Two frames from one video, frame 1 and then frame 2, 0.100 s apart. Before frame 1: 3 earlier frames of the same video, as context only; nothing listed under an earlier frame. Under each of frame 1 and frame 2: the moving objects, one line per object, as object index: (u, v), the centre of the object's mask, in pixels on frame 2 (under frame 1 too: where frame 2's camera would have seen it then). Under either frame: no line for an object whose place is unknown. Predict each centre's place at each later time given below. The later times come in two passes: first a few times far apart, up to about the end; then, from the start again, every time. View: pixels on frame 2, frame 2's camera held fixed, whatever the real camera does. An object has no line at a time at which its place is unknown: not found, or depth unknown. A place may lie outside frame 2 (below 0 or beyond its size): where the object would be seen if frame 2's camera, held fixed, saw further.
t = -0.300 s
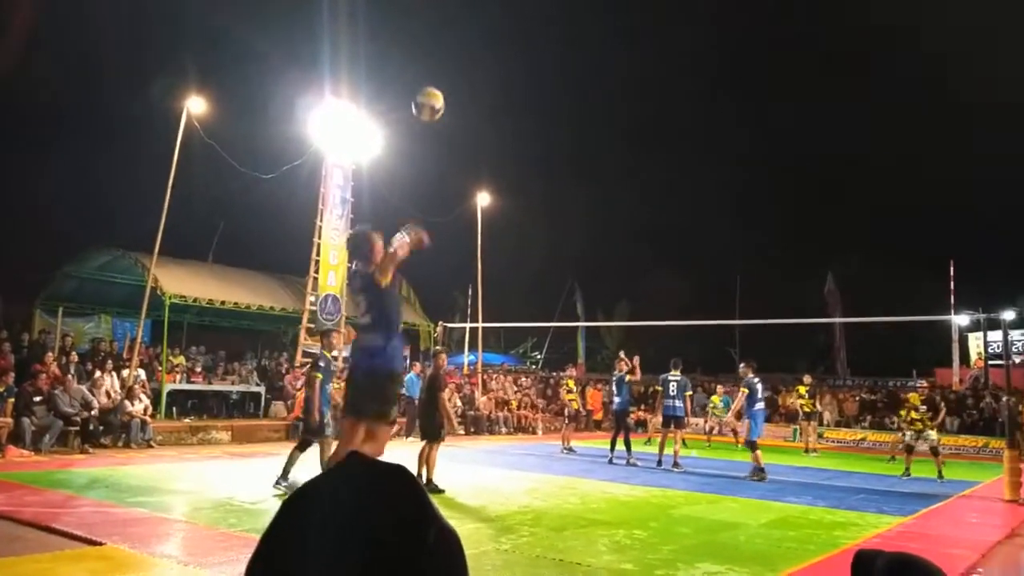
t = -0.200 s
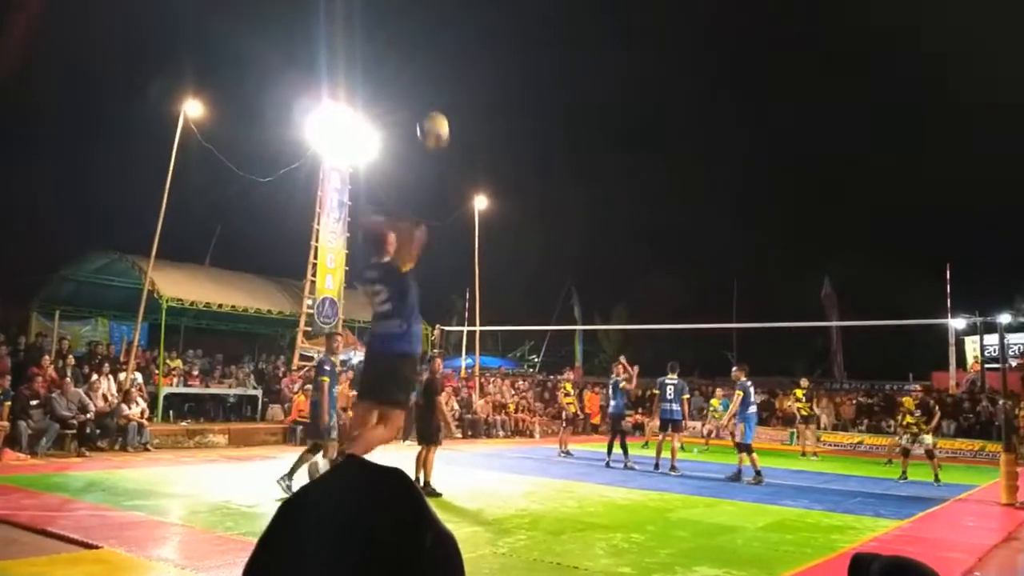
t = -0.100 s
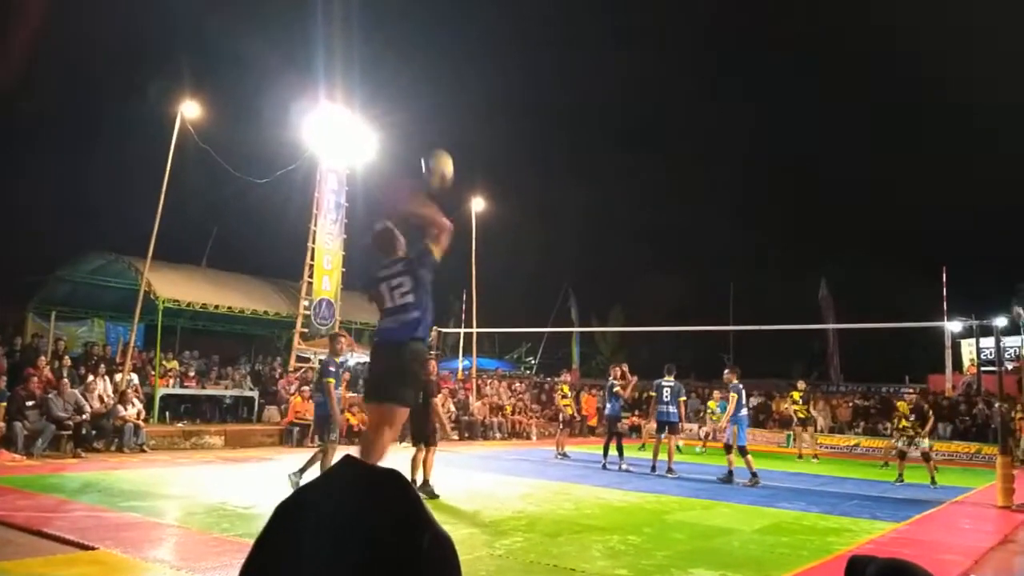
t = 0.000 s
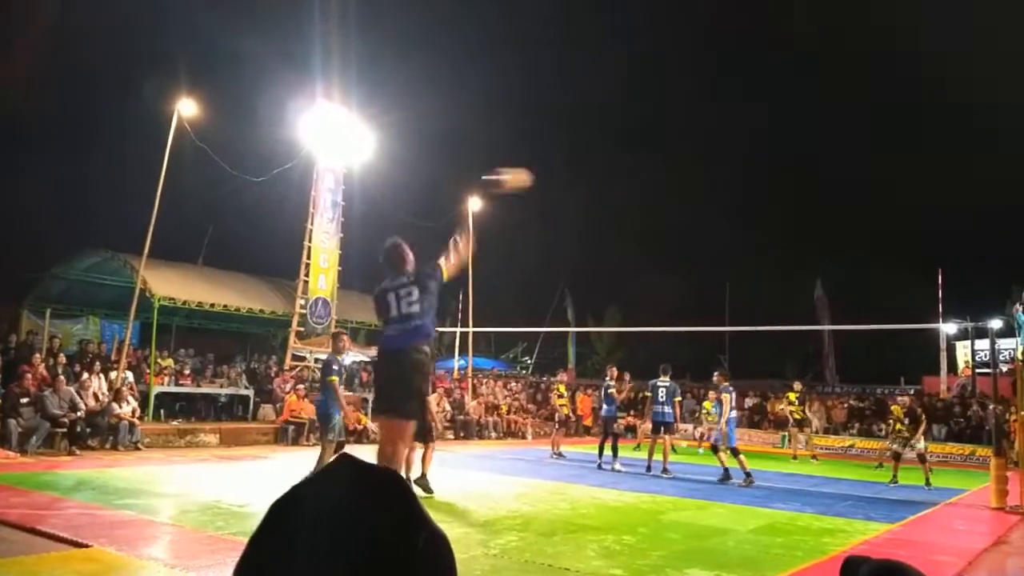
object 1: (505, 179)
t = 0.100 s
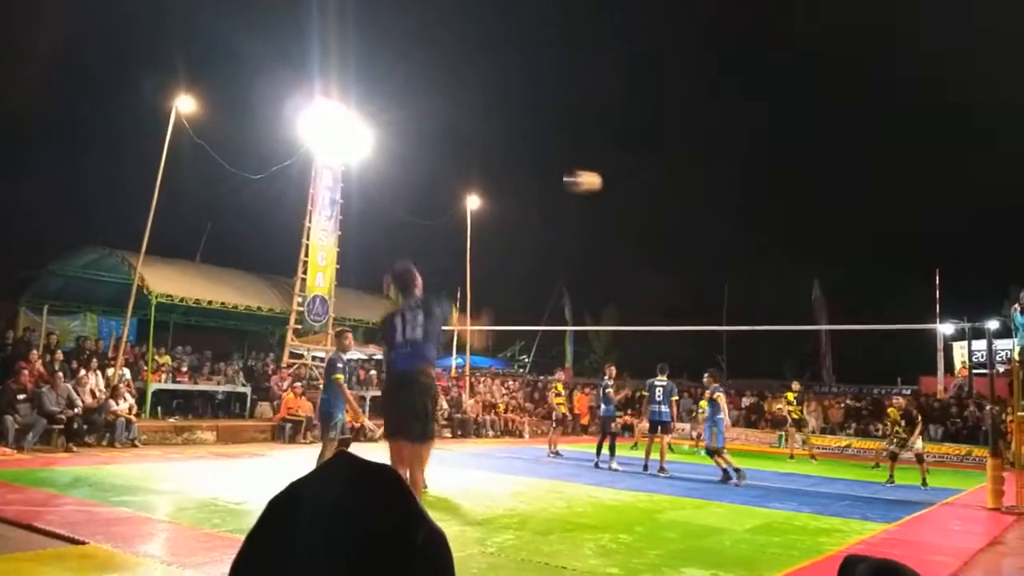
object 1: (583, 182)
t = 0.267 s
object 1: (667, 196)
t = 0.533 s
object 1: (748, 236)
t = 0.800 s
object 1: (795, 292)
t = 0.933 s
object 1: (809, 323)
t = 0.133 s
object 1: (603, 184)
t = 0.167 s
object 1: (621, 186)
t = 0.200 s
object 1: (638, 189)
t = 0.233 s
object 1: (653, 192)
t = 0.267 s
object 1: (667, 196)
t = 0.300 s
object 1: (680, 200)
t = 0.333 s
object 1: (692, 204)
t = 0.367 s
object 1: (703, 209)
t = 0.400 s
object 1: (713, 214)
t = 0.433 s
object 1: (722, 219)
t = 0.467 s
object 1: (731, 224)
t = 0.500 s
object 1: (740, 230)
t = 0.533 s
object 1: (748, 236)
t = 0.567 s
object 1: (756, 242)
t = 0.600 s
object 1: (763, 248)
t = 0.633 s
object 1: (770, 255)
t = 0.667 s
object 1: (776, 262)
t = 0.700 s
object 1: (781, 269)
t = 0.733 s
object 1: (787, 277)
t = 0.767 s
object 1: (791, 284)
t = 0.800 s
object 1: (795, 292)
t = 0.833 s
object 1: (799, 300)
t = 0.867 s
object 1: (803, 307)
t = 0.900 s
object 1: (806, 316)
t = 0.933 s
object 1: (809, 323)
